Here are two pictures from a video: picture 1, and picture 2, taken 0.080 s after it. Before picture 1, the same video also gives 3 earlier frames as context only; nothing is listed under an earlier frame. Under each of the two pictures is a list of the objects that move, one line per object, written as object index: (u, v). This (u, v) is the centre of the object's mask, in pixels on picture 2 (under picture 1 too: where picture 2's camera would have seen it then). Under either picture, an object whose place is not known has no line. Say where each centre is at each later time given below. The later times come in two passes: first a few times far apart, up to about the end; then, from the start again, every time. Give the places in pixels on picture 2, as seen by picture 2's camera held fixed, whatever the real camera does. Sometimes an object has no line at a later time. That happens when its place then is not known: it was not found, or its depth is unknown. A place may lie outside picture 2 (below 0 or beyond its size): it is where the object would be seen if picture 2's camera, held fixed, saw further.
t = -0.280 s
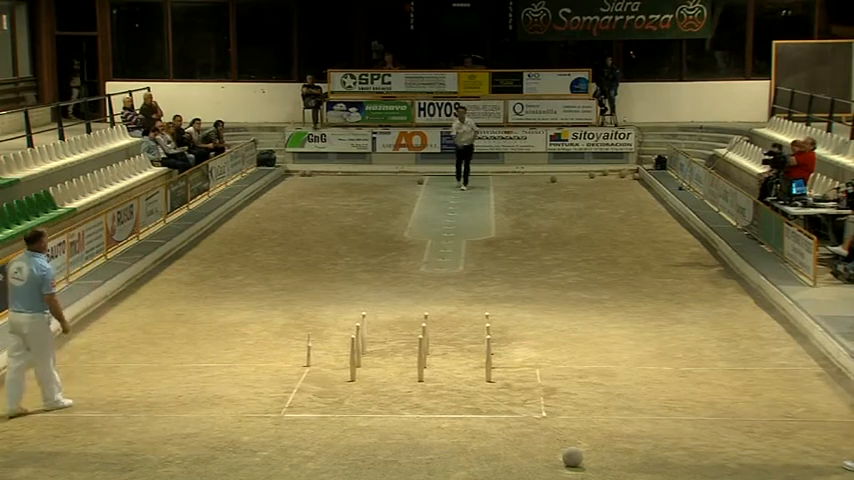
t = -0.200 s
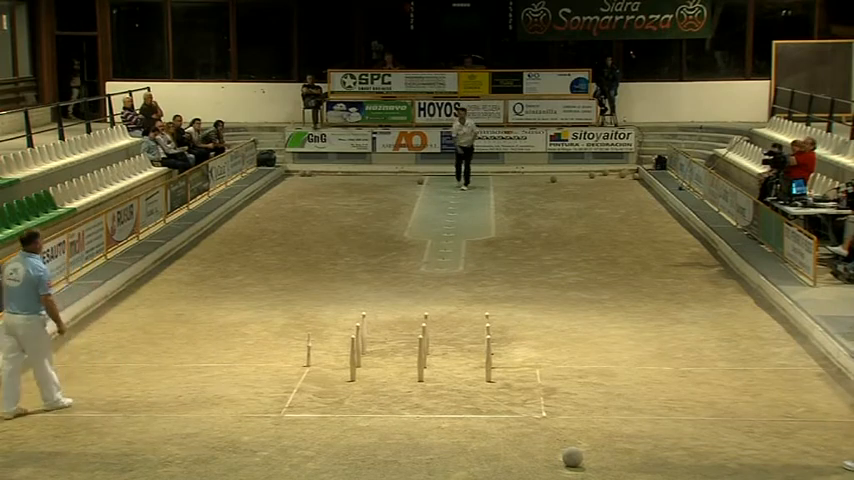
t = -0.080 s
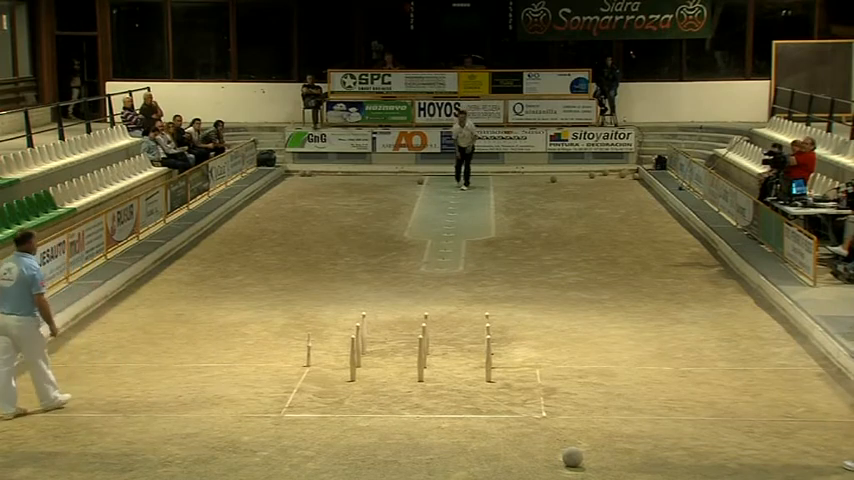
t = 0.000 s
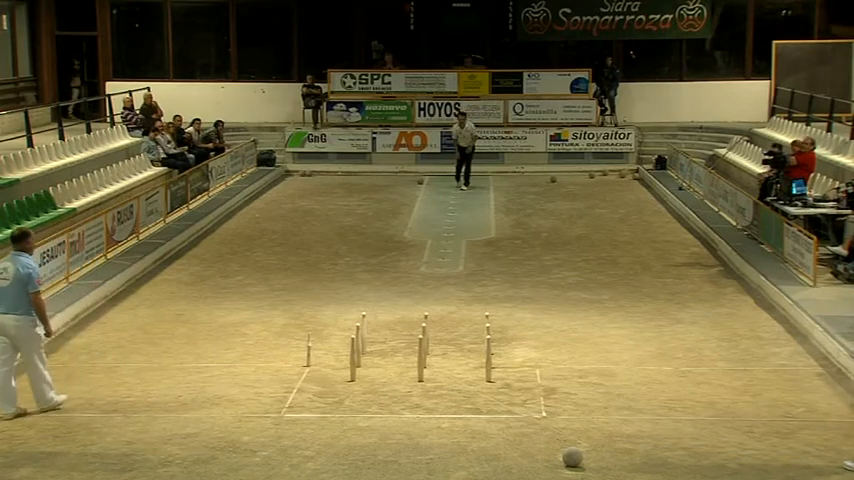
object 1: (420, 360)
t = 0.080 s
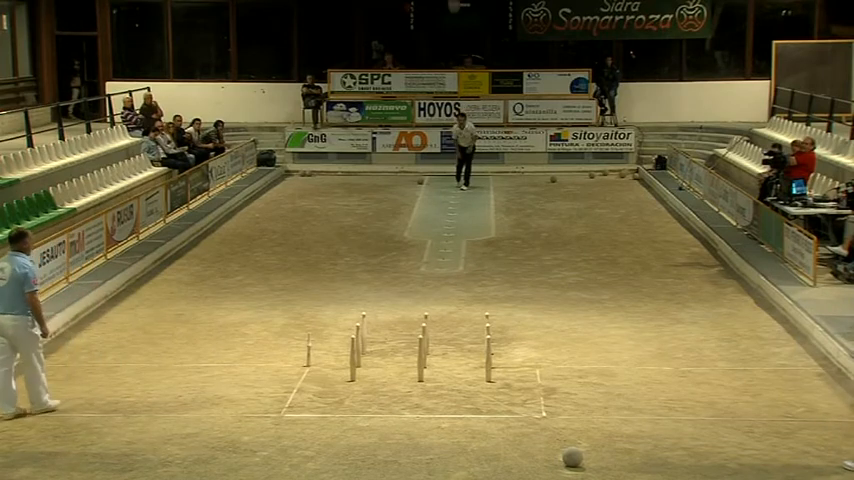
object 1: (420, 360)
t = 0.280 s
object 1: (420, 360)
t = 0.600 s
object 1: (420, 360)
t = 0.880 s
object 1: (420, 360)
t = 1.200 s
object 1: (413, 360)
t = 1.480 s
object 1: (399, 388)
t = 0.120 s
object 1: (420, 360)
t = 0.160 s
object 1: (420, 360)
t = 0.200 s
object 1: (420, 360)
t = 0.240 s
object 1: (420, 360)
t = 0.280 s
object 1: (420, 360)
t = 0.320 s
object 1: (420, 360)
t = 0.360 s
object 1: (420, 360)
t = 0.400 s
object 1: (420, 360)
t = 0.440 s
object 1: (420, 360)
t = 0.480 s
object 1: (420, 360)
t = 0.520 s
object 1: (420, 360)
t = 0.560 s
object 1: (420, 360)
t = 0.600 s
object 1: (420, 360)
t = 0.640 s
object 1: (420, 360)
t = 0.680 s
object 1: (420, 360)
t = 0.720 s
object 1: (420, 360)
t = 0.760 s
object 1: (420, 360)
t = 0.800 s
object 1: (420, 359)
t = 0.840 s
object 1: (420, 359)
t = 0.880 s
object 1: (420, 360)
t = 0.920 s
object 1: (420, 361)
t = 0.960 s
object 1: (420, 360)
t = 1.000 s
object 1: (420, 360)
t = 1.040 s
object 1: (420, 360)
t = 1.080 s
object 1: (420, 359)
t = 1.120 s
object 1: (417, 359)
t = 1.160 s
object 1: (415, 358)
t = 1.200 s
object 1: (413, 360)
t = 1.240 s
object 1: (411, 363)
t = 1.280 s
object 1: (409, 368)
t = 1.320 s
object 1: (407, 375)
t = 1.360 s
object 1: (405, 384)
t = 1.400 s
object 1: (404, 389)
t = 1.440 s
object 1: (401, 389)
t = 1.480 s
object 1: (399, 388)
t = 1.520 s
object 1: (398, 388)
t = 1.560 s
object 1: (398, 389)
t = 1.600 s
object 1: (397, 390)
